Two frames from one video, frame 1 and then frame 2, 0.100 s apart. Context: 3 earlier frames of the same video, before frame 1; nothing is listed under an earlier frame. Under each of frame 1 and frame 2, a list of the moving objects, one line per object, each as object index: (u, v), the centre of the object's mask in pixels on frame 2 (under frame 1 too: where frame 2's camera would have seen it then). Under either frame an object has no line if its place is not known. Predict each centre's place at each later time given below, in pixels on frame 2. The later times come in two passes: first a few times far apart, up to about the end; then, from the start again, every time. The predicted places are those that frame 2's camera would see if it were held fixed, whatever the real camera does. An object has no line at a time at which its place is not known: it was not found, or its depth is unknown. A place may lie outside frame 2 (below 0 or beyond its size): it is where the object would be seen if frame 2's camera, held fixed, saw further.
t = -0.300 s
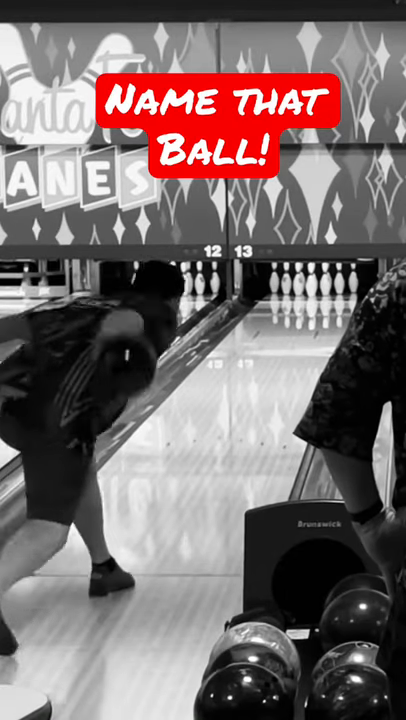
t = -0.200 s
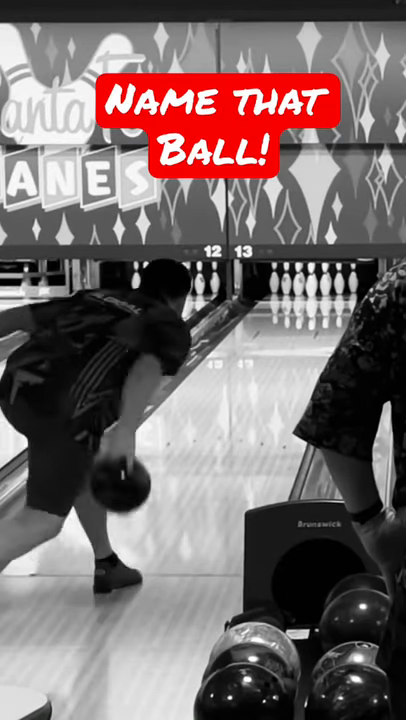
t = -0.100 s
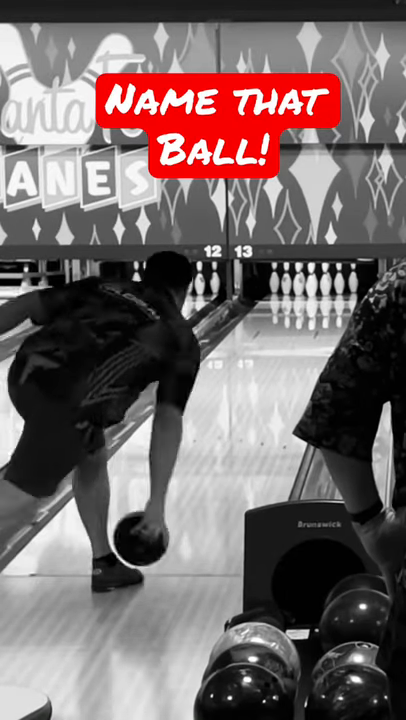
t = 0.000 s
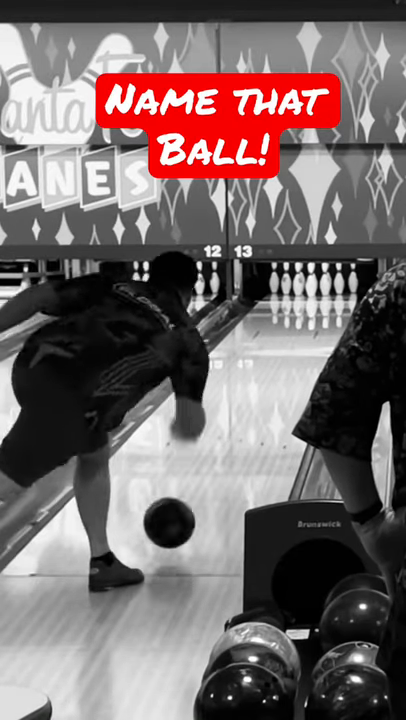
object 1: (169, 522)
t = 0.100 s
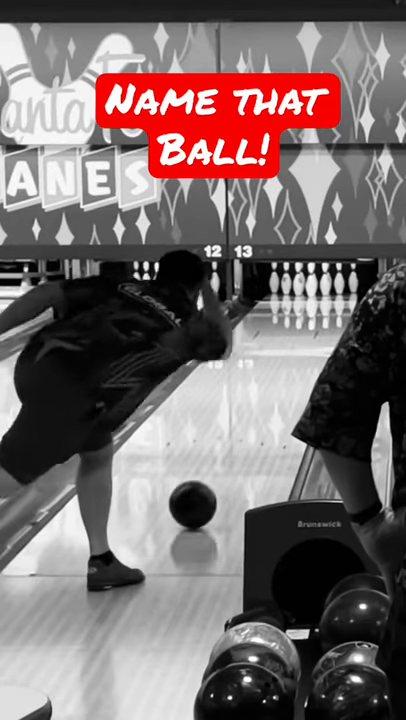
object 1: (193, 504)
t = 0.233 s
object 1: (219, 473)
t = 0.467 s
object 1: (254, 430)
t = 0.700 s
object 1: (280, 397)
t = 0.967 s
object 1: (302, 368)
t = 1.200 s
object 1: (316, 347)
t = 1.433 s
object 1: (325, 331)
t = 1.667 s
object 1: (332, 317)
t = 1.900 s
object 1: (332, 306)
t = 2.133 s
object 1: (326, 297)
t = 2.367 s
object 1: (318, 289)
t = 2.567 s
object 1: (316, 286)
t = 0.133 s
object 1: (200, 496)
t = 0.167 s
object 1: (206, 488)
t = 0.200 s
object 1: (212, 481)
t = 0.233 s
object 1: (219, 473)
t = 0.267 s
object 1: (224, 467)
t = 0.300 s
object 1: (230, 460)
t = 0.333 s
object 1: (235, 453)
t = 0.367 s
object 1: (240, 447)
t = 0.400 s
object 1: (244, 442)
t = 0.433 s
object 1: (249, 436)
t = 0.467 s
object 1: (254, 430)
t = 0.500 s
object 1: (258, 425)
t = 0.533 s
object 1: (262, 420)
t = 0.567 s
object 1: (266, 415)
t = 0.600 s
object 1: (269, 410)
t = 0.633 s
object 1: (273, 406)
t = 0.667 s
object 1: (276, 401)
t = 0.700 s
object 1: (280, 397)
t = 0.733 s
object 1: (283, 393)
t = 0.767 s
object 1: (286, 389)
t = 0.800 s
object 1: (289, 385)
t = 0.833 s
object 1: (291, 382)
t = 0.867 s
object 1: (294, 378)
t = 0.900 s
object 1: (297, 374)
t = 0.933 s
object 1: (299, 371)
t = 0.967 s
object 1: (302, 368)
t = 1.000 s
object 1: (304, 365)
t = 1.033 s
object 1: (306, 362)
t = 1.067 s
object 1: (308, 359)
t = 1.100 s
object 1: (310, 356)
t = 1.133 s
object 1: (312, 353)
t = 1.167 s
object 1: (314, 350)
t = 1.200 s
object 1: (316, 347)
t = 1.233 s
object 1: (317, 345)
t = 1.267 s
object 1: (319, 342)
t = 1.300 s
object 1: (320, 340)
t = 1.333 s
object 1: (322, 338)
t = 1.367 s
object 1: (323, 336)
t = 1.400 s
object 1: (324, 333)
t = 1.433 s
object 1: (325, 331)
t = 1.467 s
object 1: (326, 329)
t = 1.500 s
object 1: (327, 327)
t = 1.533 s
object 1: (329, 325)
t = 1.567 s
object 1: (330, 323)
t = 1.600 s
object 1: (330, 321)
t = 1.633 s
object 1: (331, 319)
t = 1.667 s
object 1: (332, 317)
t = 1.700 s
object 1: (332, 315)
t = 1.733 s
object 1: (332, 314)
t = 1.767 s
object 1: (333, 312)
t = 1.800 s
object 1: (333, 310)
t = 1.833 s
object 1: (333, 309)
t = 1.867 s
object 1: (332, 307)
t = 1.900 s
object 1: (332, 306)
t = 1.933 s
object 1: (332, 305)
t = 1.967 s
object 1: (331, 303)
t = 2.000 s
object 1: (330, 302)
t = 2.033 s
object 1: (329, 301)
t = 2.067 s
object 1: (328, 299)
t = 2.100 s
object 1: (327, 298)
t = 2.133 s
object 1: (326, 297)
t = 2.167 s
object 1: (326, 295)
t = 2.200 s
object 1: (323, 294)
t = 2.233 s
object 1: (323, 293)
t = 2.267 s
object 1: (321, 292)
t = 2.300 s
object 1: (320, 291)
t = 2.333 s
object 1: (318, 290)
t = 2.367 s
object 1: (318, 289)
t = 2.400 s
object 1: (316, 289)
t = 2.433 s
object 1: (317, 288)
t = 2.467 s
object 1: (317, 287)
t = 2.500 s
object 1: (316, 287)
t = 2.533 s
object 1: (316, 286)
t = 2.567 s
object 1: (316, 286)
